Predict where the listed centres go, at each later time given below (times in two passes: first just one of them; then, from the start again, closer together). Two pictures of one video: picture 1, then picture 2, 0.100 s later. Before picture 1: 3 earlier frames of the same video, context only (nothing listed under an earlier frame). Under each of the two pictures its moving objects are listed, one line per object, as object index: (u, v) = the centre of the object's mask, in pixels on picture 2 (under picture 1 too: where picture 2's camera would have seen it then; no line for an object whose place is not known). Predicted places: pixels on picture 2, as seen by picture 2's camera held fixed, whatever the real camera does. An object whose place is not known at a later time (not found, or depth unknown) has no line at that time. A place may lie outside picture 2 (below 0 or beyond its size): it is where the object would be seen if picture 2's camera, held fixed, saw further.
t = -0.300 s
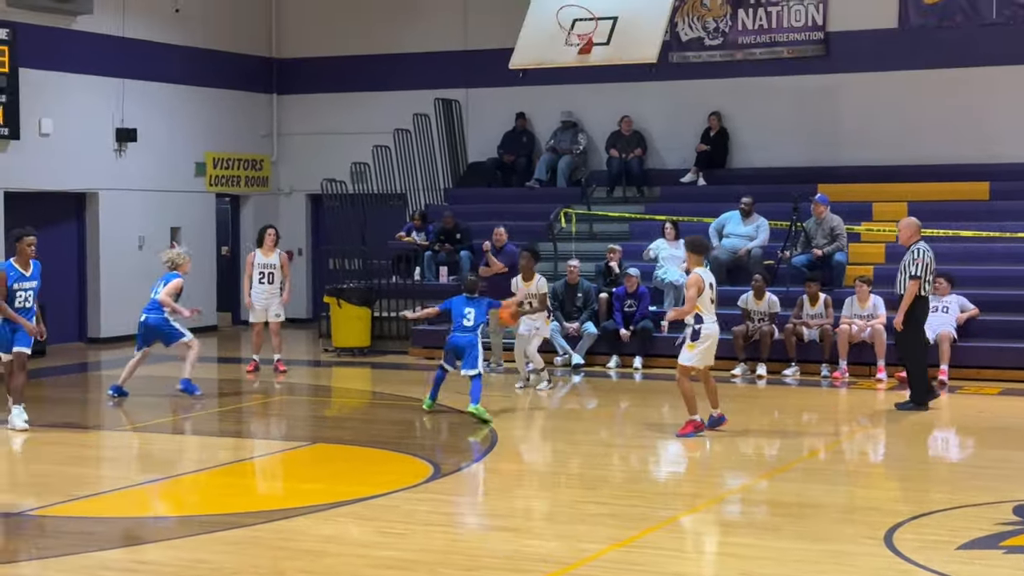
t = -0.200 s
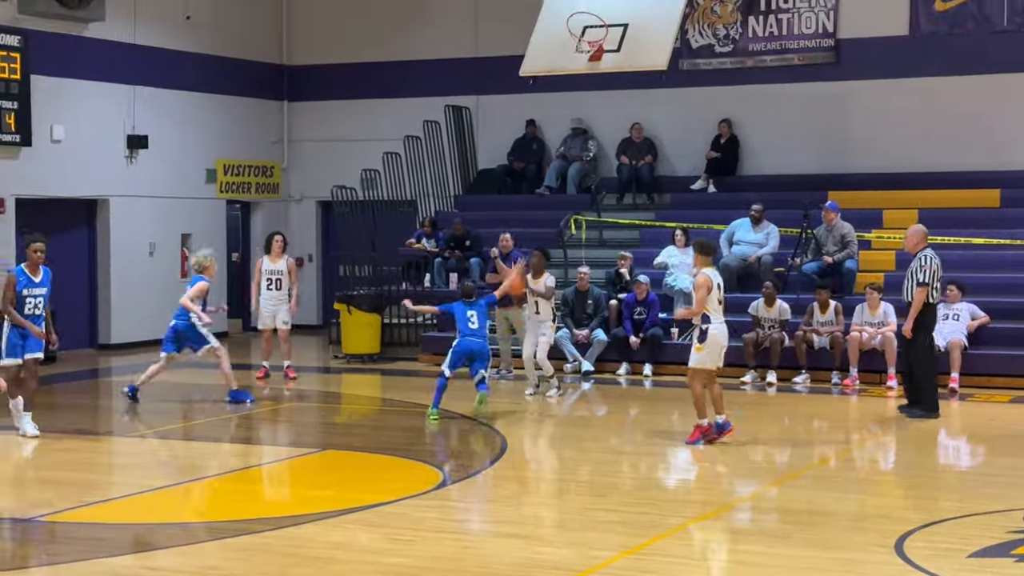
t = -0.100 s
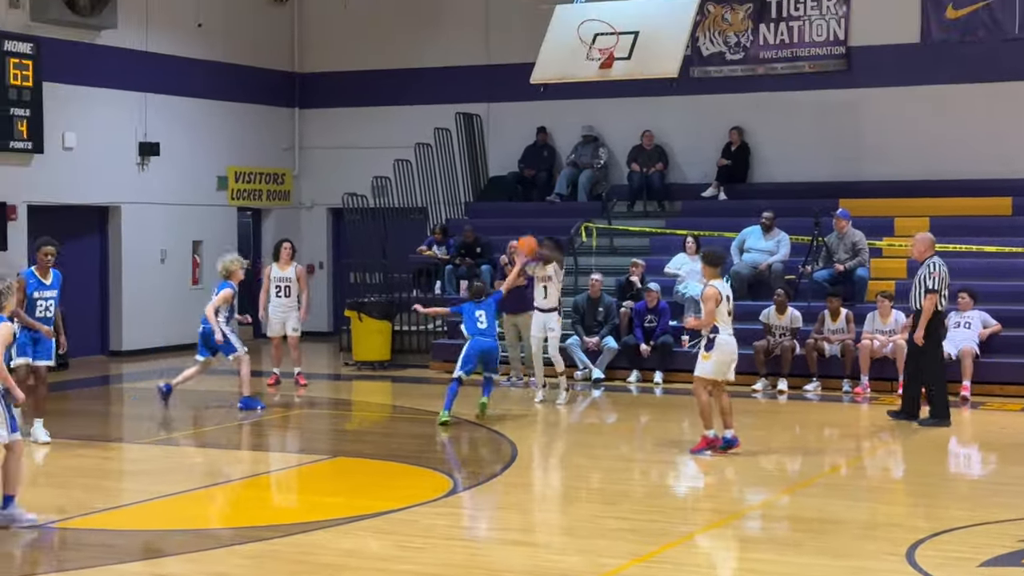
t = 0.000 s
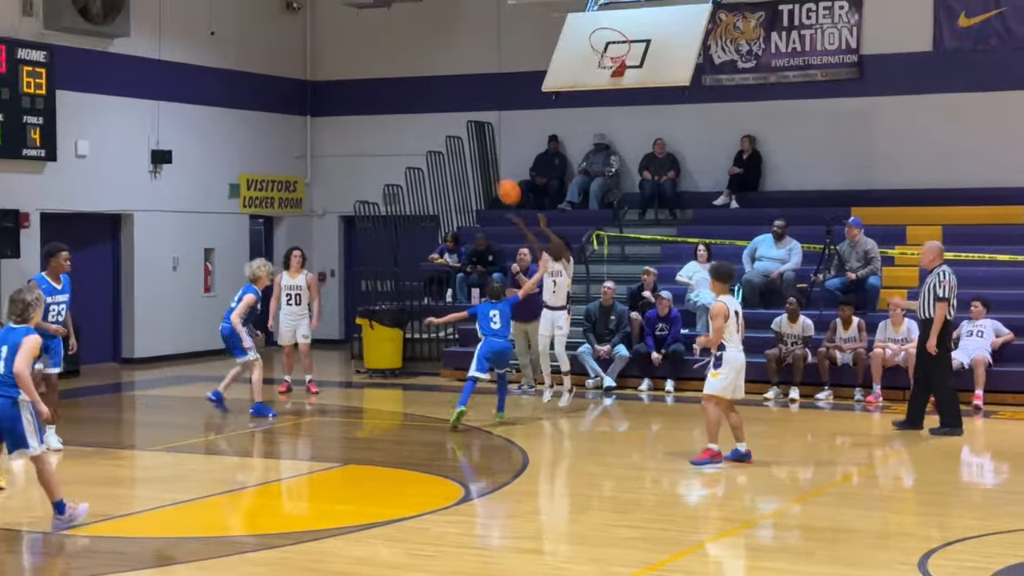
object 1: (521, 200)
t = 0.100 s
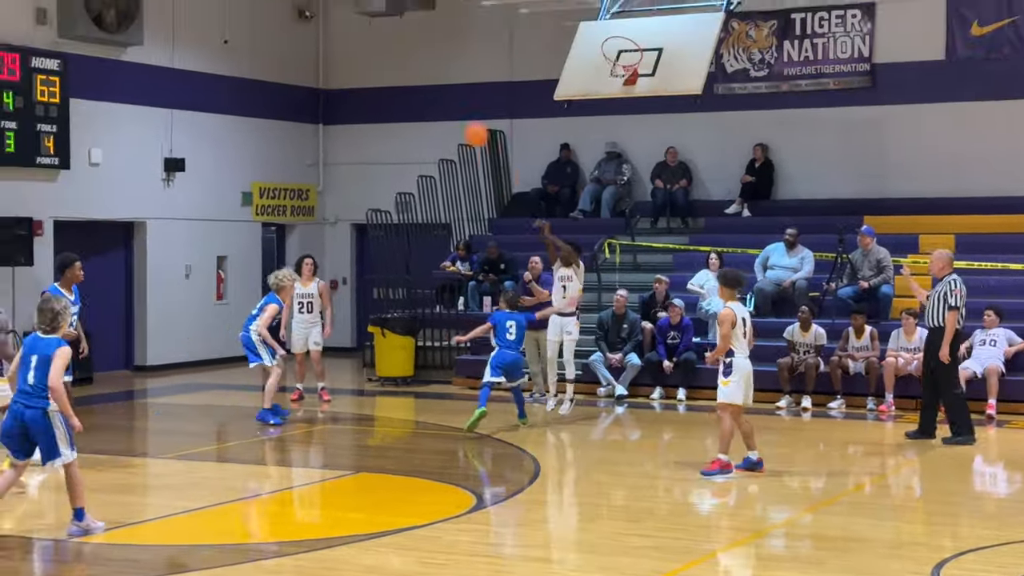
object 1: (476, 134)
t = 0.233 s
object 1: (415, 61)
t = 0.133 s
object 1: (461, 114)
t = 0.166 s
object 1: (446, 96)
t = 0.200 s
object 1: (432, 78)
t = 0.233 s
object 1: (415, 61)
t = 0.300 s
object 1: (384, 30)
